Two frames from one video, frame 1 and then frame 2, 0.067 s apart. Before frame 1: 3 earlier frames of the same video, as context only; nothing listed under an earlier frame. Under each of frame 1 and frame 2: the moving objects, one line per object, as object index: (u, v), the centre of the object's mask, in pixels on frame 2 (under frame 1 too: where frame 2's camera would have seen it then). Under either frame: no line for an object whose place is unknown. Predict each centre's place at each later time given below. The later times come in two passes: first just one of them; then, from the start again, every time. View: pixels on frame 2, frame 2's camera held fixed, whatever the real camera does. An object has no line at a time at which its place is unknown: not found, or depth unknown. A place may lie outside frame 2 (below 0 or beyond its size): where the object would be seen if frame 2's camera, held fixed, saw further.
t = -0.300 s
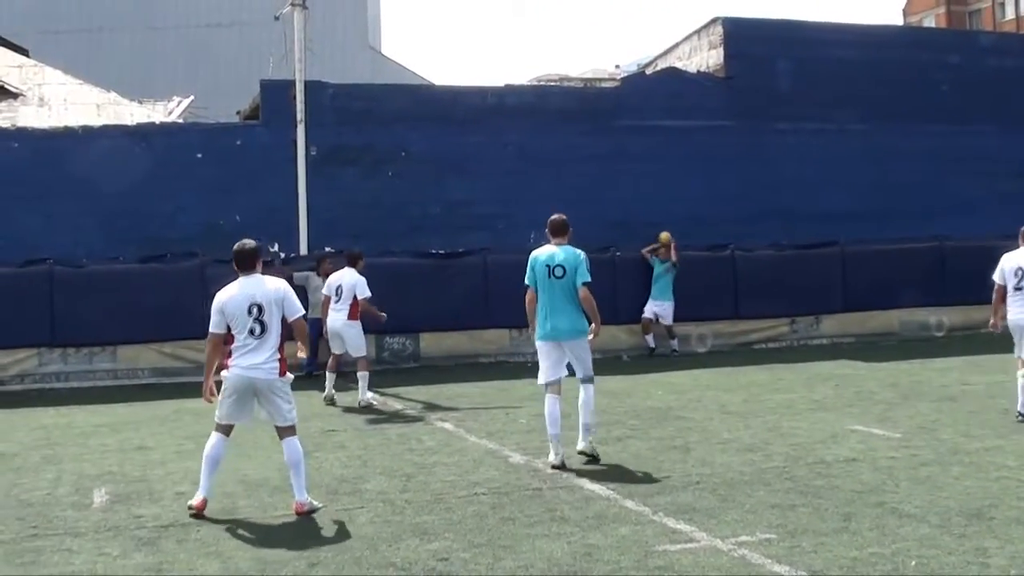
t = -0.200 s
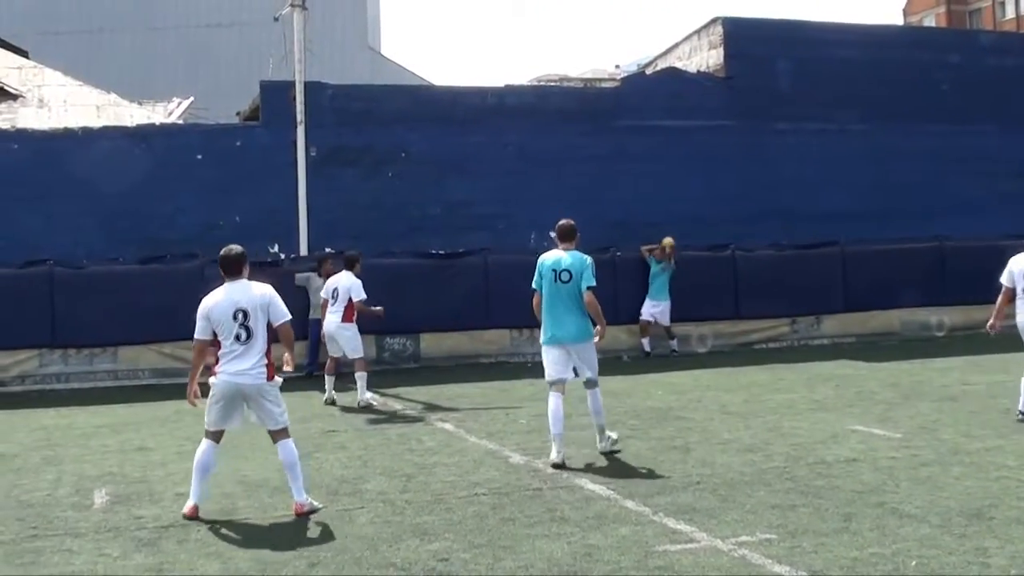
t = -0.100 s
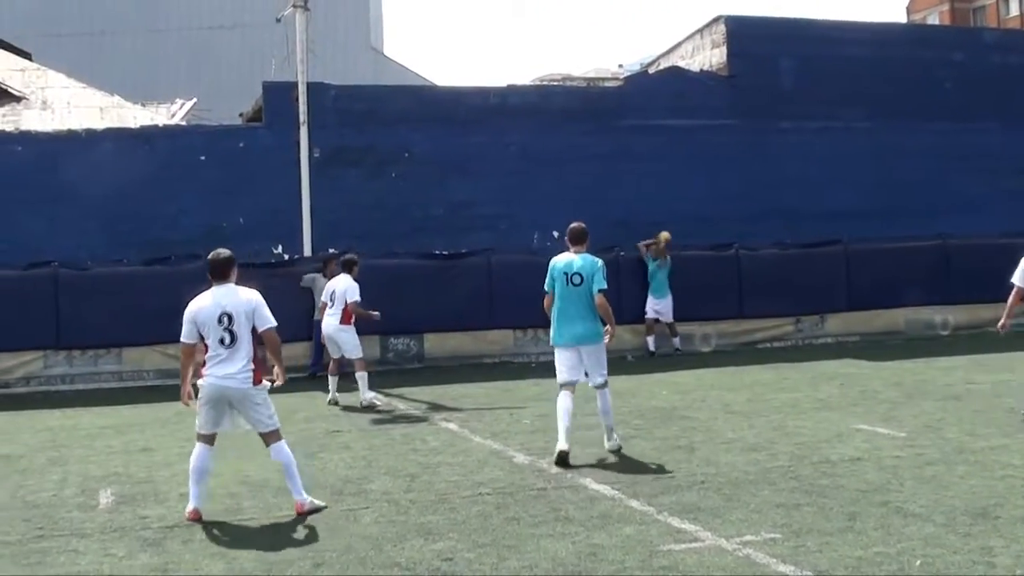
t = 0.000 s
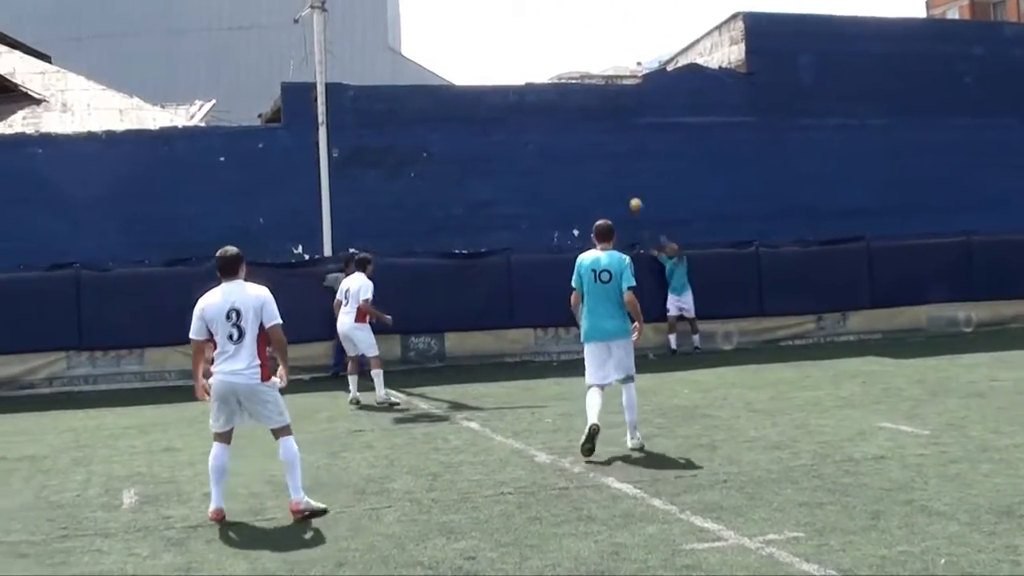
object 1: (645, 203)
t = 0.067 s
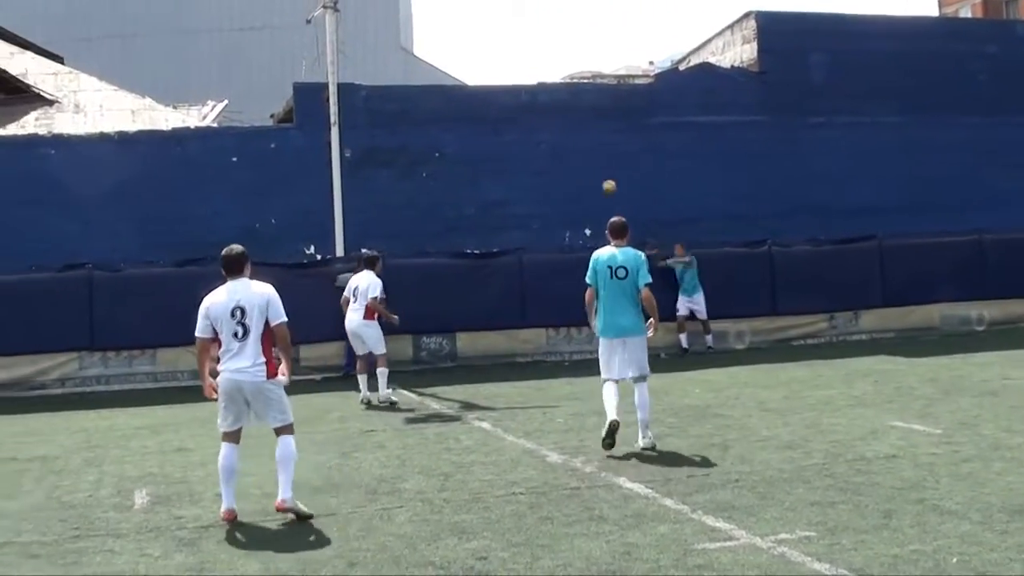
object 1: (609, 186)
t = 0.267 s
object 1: (488, 153)
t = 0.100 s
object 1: (590, 179)
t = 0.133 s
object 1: (570, 172)
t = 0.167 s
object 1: (550, 166)
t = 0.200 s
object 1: (529, 161)
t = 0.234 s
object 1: (508, 156)
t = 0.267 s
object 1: (488, 153)
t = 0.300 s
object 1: (466, 150)
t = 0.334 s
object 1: (445, 148)
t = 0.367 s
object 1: (422, 146)
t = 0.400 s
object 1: (400, 144)
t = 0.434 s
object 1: (378, 145)
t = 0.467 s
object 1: (356, 146)
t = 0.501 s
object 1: (333, 148)
